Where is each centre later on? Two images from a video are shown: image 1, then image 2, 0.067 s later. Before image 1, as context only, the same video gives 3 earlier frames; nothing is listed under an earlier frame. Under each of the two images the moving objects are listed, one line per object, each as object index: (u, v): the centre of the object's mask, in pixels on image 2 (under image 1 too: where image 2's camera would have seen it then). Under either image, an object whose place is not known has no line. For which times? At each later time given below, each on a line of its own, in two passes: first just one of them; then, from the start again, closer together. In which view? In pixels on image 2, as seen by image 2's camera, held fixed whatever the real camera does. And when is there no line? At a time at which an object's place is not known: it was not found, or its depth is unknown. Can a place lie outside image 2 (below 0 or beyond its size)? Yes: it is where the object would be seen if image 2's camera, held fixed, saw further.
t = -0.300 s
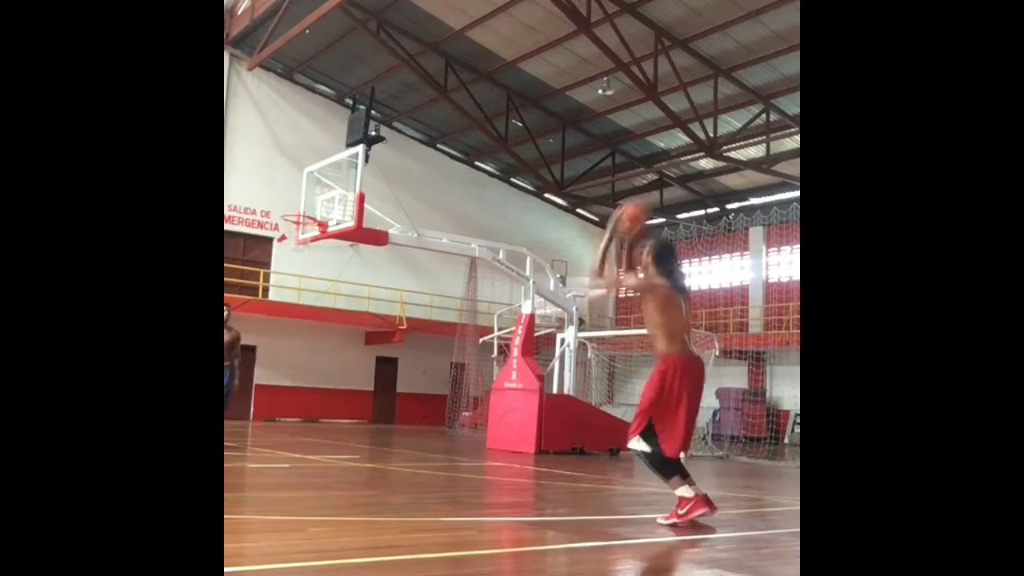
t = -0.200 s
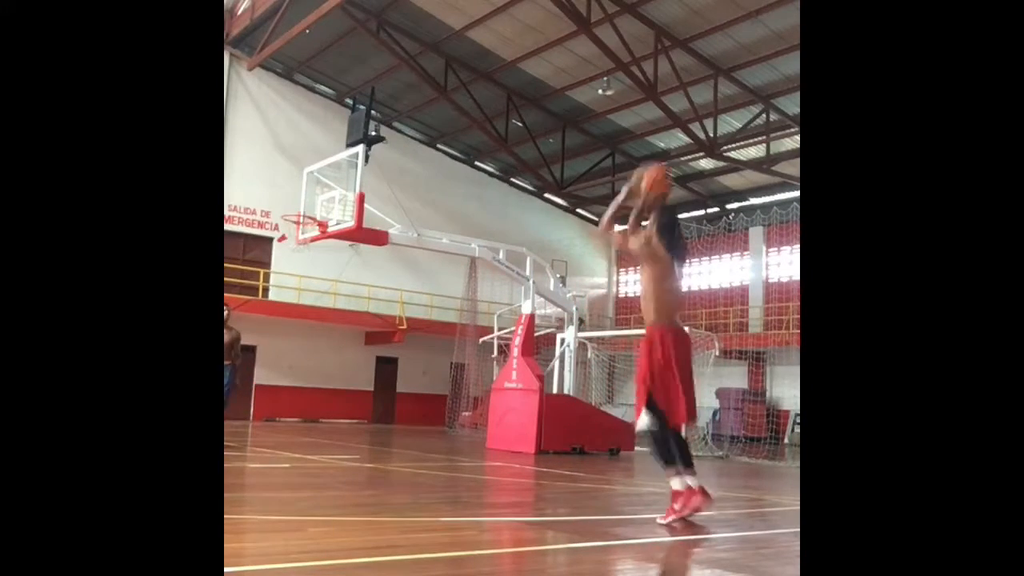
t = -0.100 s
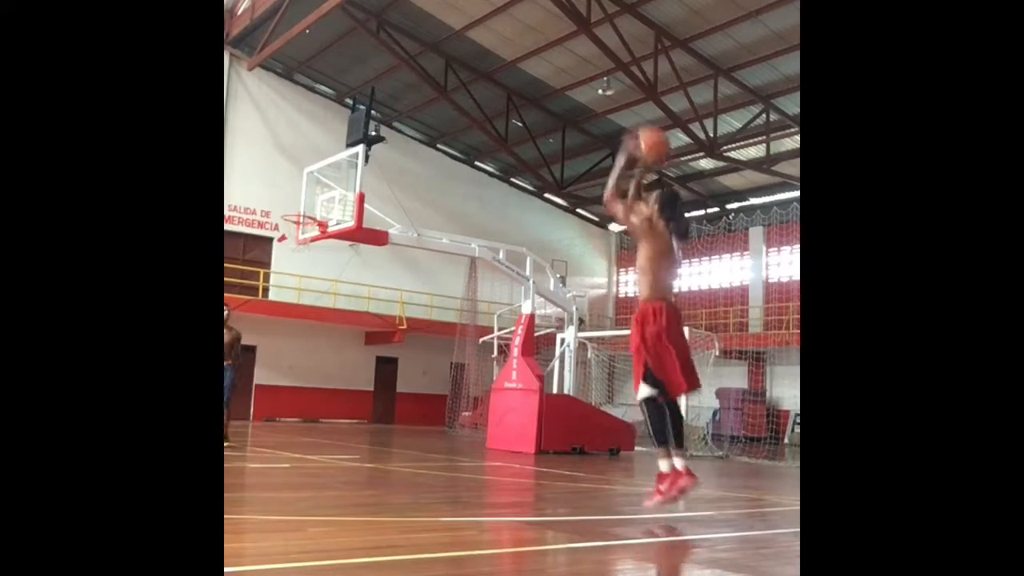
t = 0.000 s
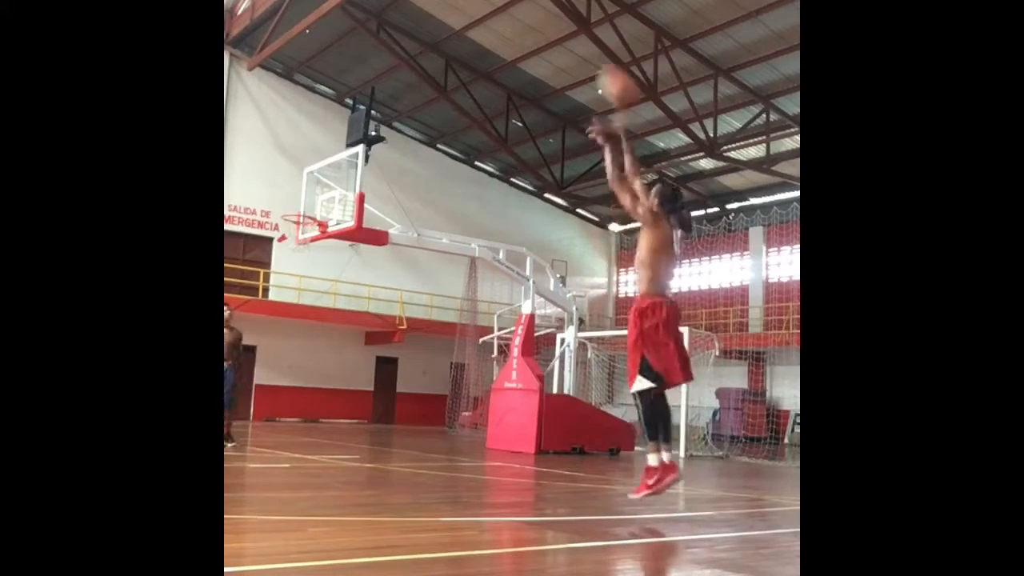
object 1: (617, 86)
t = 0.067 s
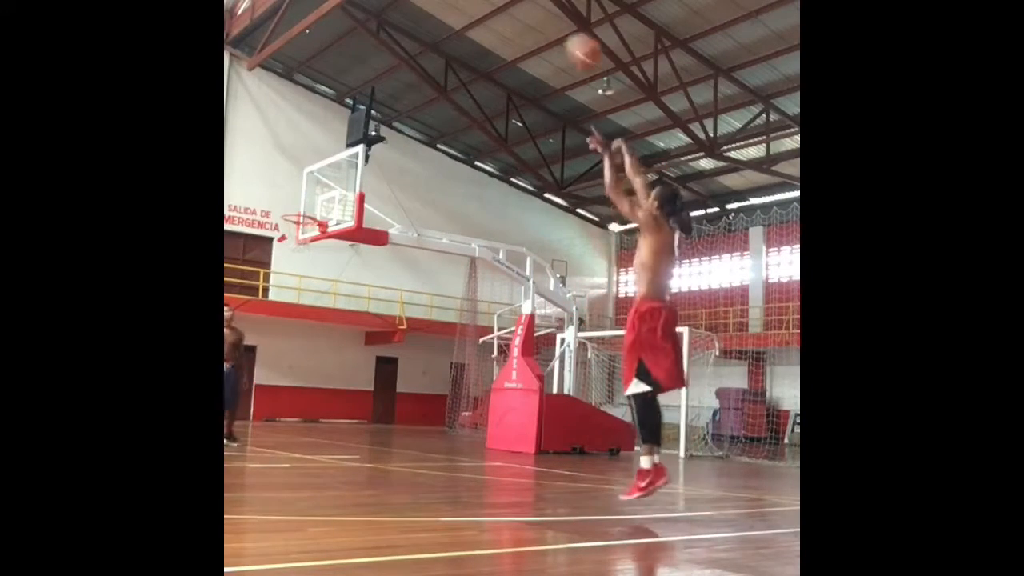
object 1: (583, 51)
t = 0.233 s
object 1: (518, 8)
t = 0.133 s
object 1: (555, 27)
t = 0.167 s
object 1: (540, 16)
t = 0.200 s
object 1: (530, 10)
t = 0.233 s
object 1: (518, 8)
